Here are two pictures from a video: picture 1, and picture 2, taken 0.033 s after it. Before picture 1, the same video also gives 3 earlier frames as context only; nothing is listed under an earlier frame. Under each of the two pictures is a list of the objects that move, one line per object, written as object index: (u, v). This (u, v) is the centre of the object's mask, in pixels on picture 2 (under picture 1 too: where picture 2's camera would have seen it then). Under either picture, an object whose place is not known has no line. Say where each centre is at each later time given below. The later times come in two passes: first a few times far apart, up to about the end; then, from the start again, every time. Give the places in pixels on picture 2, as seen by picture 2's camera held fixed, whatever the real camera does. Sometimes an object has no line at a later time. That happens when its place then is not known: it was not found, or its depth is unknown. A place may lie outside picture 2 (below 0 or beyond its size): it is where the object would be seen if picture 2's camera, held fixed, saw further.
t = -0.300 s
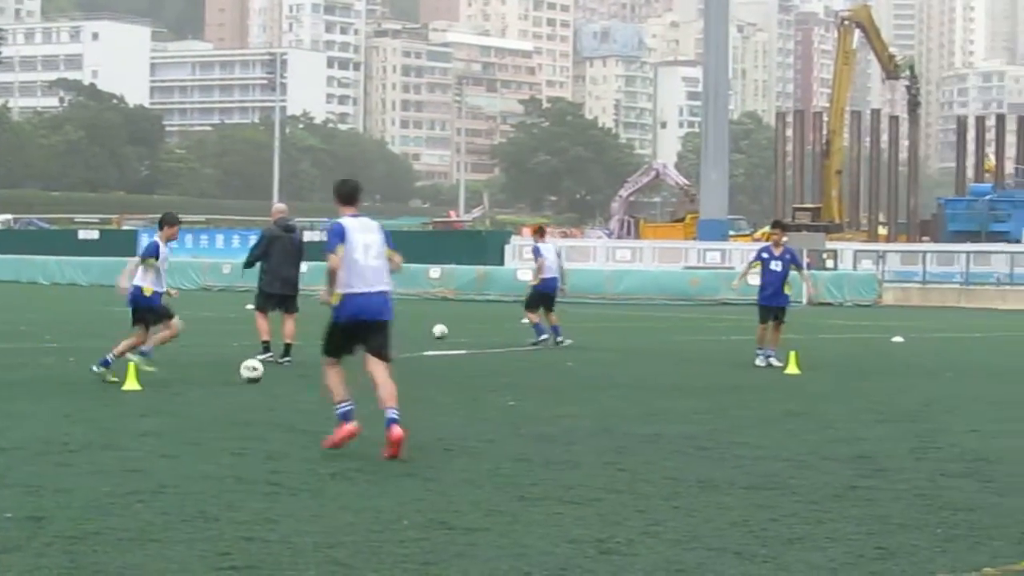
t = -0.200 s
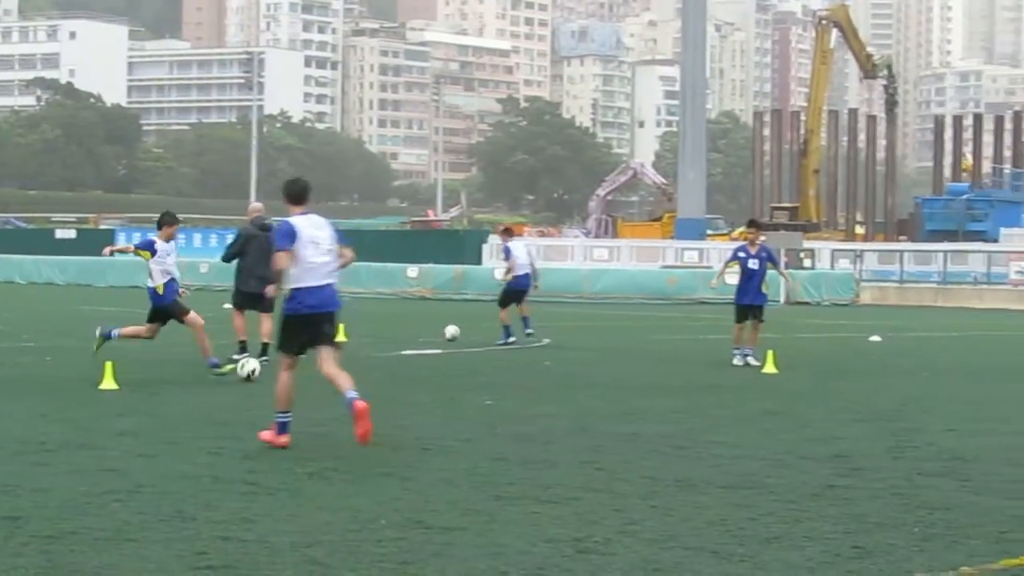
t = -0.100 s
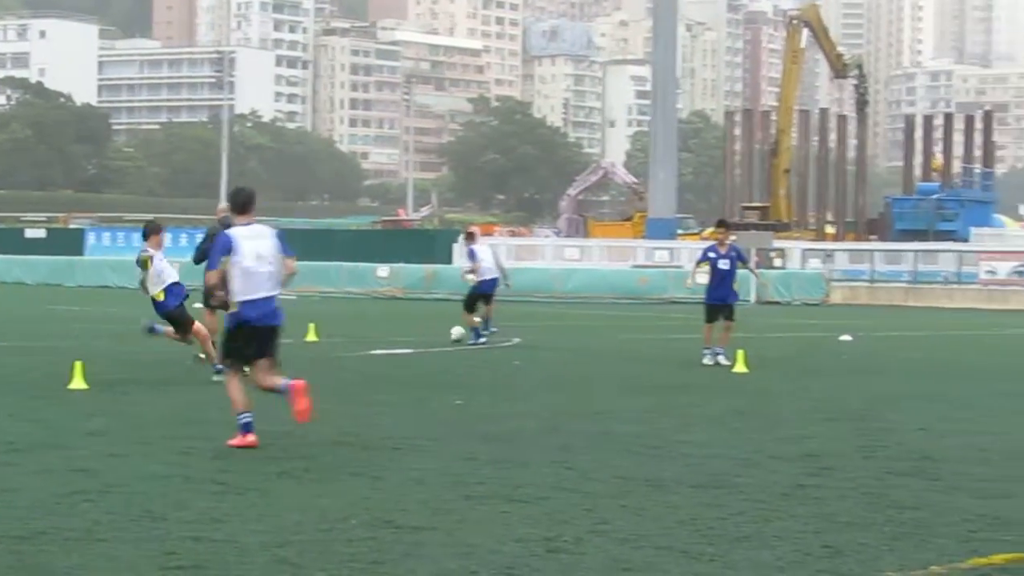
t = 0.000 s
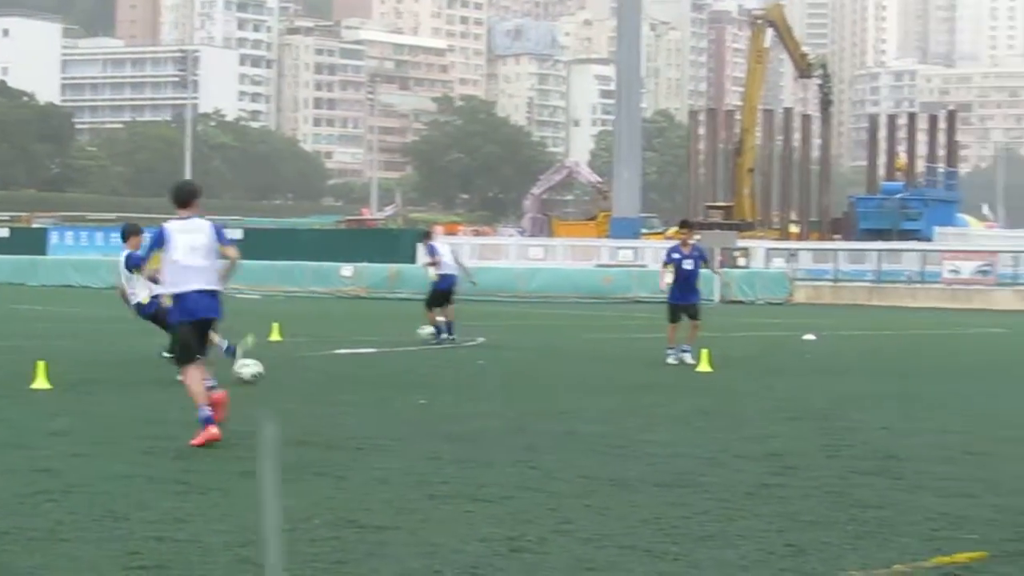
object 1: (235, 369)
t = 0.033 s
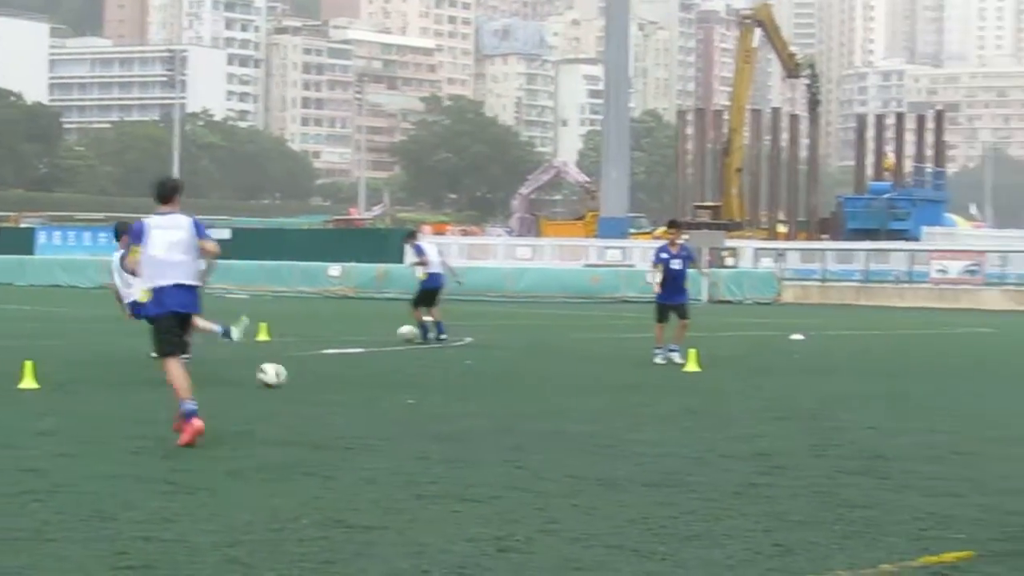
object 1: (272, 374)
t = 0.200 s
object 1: (469, 396)
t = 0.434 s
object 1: (802, 429)
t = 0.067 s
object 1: (309, 378)
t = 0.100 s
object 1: (348, 382)
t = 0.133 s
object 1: (387, 387)
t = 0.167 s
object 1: (428, 391)
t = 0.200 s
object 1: (469, 396)
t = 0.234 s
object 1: (511, 400)
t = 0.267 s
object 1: (556, 404)
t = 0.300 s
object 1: (602, 409)
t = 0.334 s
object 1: (650, 414)
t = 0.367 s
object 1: (698, 419)
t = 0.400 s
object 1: (748, 426)
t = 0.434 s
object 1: (802, 429)
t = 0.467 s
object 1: (857, 435)
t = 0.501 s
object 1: (913, 443)
